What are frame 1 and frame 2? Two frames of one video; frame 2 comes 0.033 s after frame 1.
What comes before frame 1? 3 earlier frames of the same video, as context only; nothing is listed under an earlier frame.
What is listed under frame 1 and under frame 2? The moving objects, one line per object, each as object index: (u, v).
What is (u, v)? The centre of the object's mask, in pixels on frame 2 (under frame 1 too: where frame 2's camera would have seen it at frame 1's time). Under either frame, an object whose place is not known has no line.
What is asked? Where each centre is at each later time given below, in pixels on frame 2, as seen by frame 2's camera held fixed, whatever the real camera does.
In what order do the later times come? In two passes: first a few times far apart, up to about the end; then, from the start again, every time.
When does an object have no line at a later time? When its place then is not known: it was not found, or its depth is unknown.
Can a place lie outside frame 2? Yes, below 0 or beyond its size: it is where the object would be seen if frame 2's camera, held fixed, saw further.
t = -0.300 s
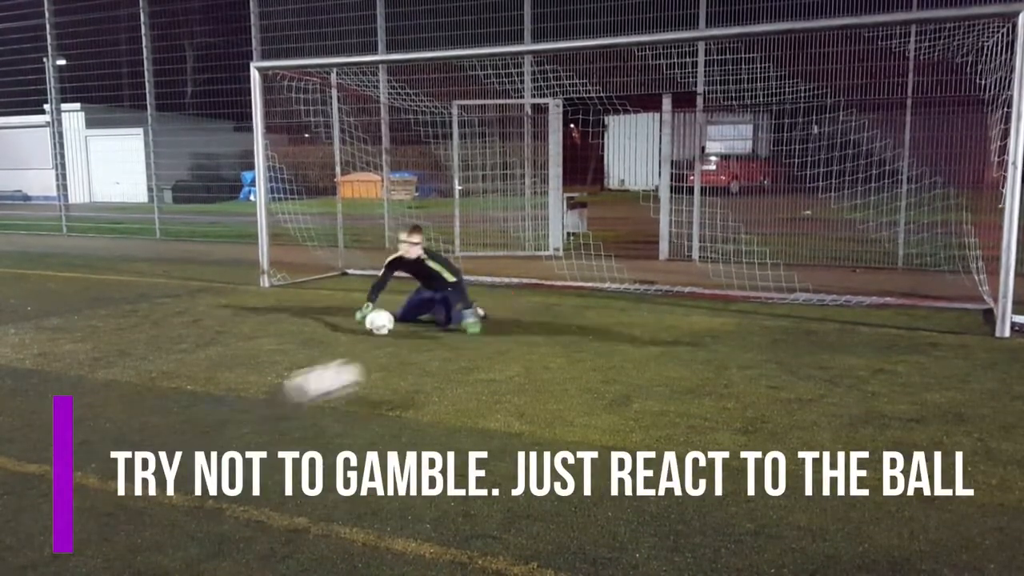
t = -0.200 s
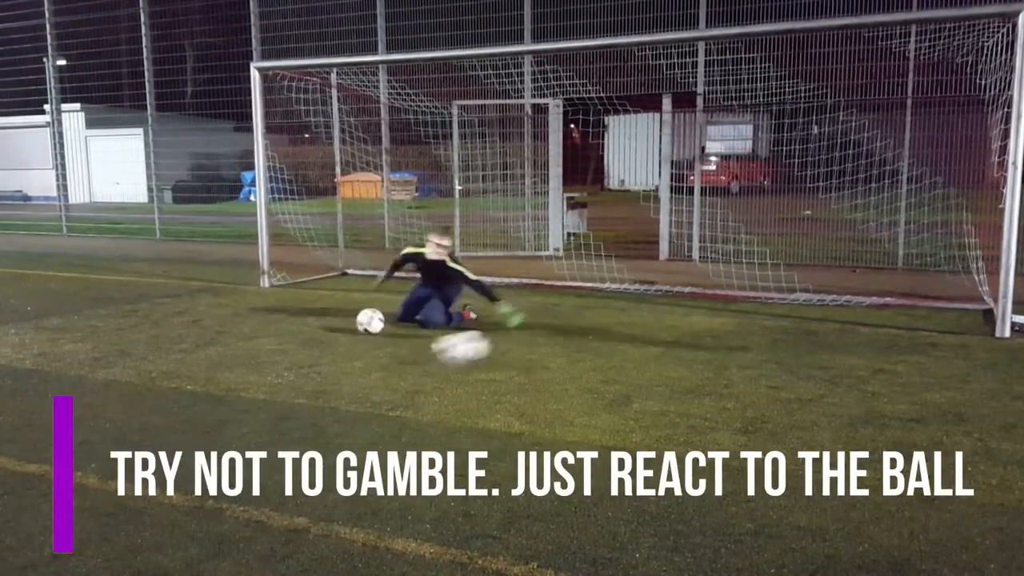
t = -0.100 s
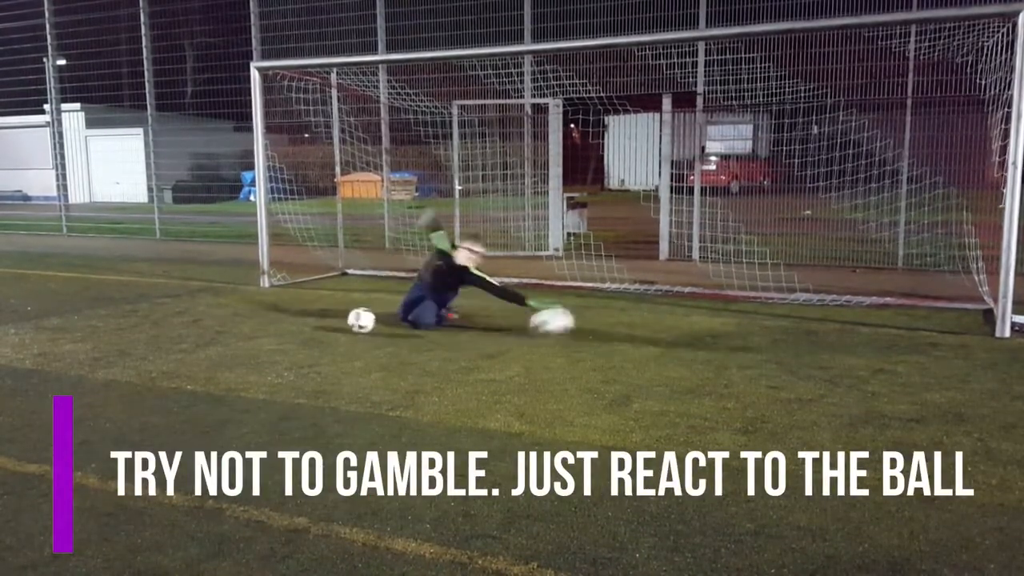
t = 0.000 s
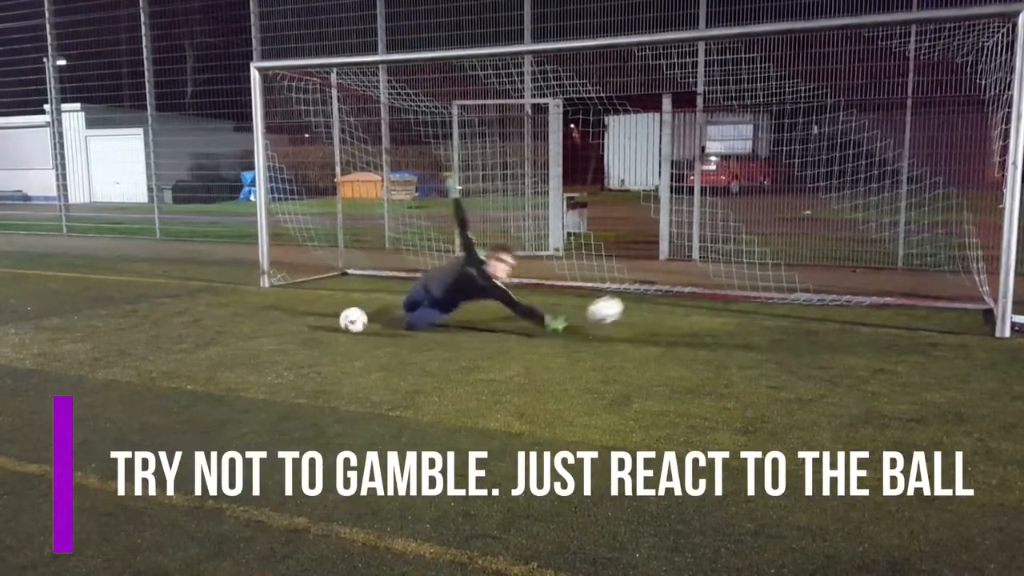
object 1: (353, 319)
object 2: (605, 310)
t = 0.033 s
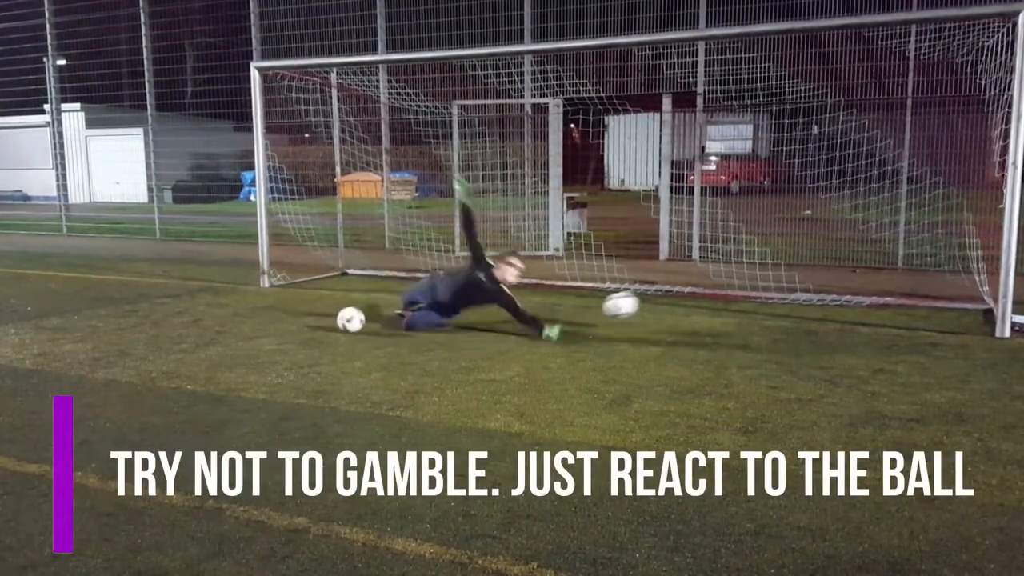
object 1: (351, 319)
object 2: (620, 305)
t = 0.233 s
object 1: (335, 318)
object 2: (706, 301)
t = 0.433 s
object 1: (320, 317)
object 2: (767, 297)
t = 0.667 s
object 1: (305, 316)
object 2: (830, 295)
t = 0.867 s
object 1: (293, 316)
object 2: (879, 290)
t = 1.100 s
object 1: (283, 315)
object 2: (941, 282)
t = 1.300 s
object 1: (275, 315)
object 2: (986, 294)
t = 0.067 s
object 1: (348, 319)
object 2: (636, 300)
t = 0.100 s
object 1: (345, 319)
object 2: (650, 298)
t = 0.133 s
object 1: (343, 319)
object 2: (665, 297)
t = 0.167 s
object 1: (340, 319)
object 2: (679, 298)
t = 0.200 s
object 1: (337, 318)
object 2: (693, 299)
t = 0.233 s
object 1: (335, 318)
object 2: (706, 301)
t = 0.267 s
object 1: (332, 318)
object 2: (719, 304)
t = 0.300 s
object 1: (330, 318)
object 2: (730, 305)
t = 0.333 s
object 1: (328, 317)
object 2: (740, 301)
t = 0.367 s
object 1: (325, 317)
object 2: (750, 299)
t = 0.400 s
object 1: (323, 317)
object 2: (759, 297)
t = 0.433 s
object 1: (320, 317)
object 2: (767, 297)
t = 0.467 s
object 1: (318, 316)
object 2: (777, 297)
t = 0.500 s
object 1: (316, 316)
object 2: (787, 300)
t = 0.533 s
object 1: (314, 317)
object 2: (795, 299)
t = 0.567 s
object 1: (312, 316)
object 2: (804, 296)
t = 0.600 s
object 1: (310, 316)
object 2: (812, 294)
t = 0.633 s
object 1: (308, 316)
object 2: (821, 294)
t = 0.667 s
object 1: (305, 316)
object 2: (830, 295)
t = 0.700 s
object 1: (303, 316)
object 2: (837, 296)
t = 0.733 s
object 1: (301, 316)
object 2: (846, 295)
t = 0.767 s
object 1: (299, 316)
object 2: (854, 293)
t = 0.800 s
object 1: (297, 316)
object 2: (862, 292)
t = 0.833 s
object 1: (295, 316)
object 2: (871, 292)
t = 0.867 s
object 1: (293, 316)
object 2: (879, 290)
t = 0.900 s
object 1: (292, 316)
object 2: (887, 286)
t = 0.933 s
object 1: (290, 316)
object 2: (896, 283)
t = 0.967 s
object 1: (288, 316)
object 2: (906, 280)
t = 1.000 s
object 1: (287, 315)
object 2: (914, 279)
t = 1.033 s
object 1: (286, 315)
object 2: (923, 278)
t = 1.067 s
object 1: (284, 315)
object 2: (932, 280)
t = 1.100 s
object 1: (283, 315)
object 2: (941, 282)
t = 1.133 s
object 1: (281, 315)
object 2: (949, 286)
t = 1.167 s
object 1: (280, 315)
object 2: (959, 291)
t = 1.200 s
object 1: (278, 315)
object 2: (967, 296)
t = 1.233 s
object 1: (277, 315)
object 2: (975, 299)
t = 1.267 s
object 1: (276, 314)
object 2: (982, 296)
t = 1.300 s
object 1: (275, 315)
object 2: (986, 294)
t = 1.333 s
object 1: (274, 315)
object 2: (990, 292)
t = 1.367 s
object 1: (272, 315)
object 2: (993, 293)
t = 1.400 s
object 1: (271, 314)
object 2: (994, 297)
